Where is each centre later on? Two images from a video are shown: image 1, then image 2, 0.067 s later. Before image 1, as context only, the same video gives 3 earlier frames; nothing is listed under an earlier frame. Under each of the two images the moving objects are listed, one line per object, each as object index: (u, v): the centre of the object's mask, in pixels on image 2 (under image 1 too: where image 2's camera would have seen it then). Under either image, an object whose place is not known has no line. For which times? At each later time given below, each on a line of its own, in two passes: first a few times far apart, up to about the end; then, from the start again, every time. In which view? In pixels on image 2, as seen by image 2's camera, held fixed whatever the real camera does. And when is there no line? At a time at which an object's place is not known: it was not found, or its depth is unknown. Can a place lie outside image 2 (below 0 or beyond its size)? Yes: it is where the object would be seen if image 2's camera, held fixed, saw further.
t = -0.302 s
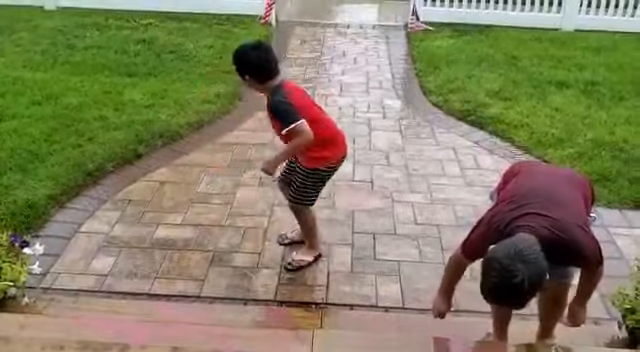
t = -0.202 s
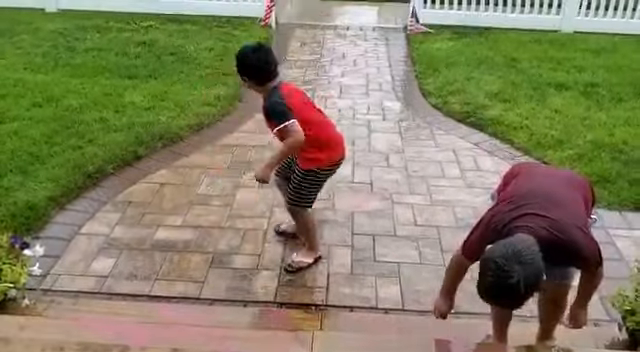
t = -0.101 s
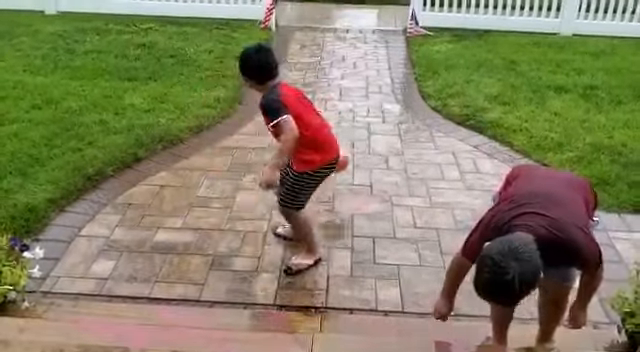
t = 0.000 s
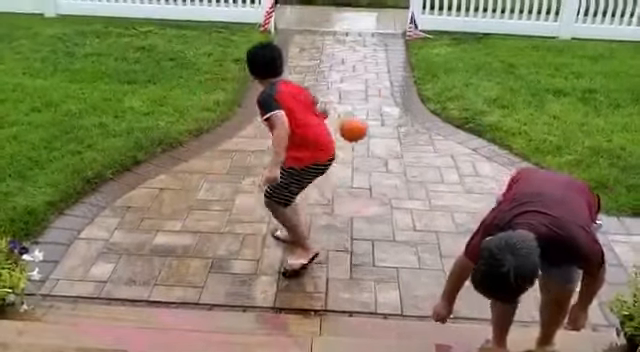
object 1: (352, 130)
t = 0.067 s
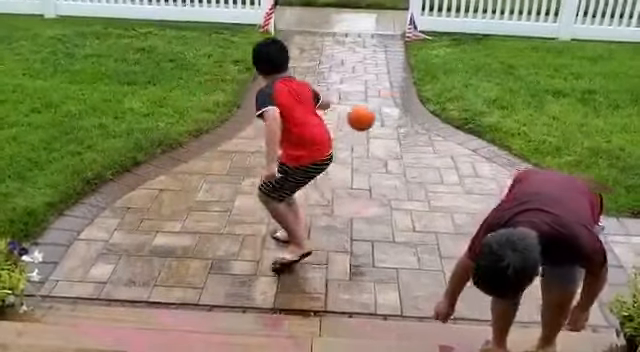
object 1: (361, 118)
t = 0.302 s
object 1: (400, 112)
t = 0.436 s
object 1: (418, 150)
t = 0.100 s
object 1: (369, 109)
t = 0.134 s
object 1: (374, 106)
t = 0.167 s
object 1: (379, 104)
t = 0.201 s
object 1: (385, 103)
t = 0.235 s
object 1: (390, 104)
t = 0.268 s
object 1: (395, 108)
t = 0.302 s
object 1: (400, 112)
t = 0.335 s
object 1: (403, 115)
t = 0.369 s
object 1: (410, 129)
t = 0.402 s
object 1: (413, 138)
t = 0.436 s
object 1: (418, 150)
